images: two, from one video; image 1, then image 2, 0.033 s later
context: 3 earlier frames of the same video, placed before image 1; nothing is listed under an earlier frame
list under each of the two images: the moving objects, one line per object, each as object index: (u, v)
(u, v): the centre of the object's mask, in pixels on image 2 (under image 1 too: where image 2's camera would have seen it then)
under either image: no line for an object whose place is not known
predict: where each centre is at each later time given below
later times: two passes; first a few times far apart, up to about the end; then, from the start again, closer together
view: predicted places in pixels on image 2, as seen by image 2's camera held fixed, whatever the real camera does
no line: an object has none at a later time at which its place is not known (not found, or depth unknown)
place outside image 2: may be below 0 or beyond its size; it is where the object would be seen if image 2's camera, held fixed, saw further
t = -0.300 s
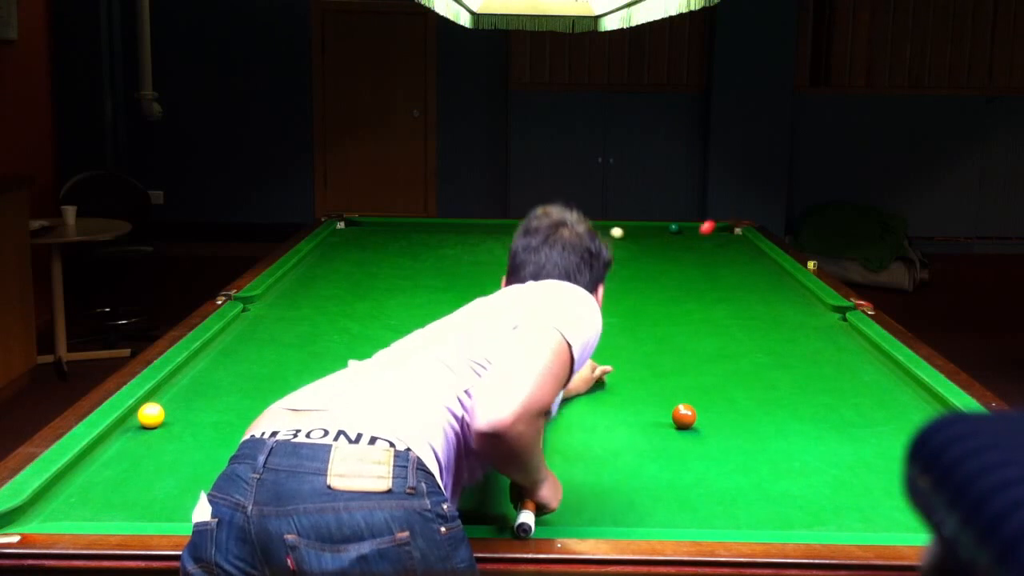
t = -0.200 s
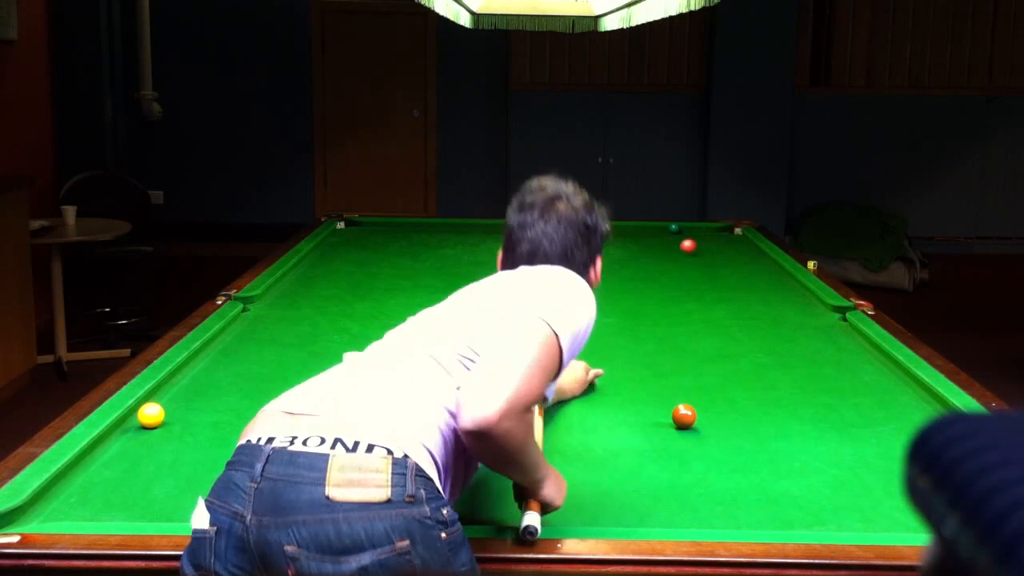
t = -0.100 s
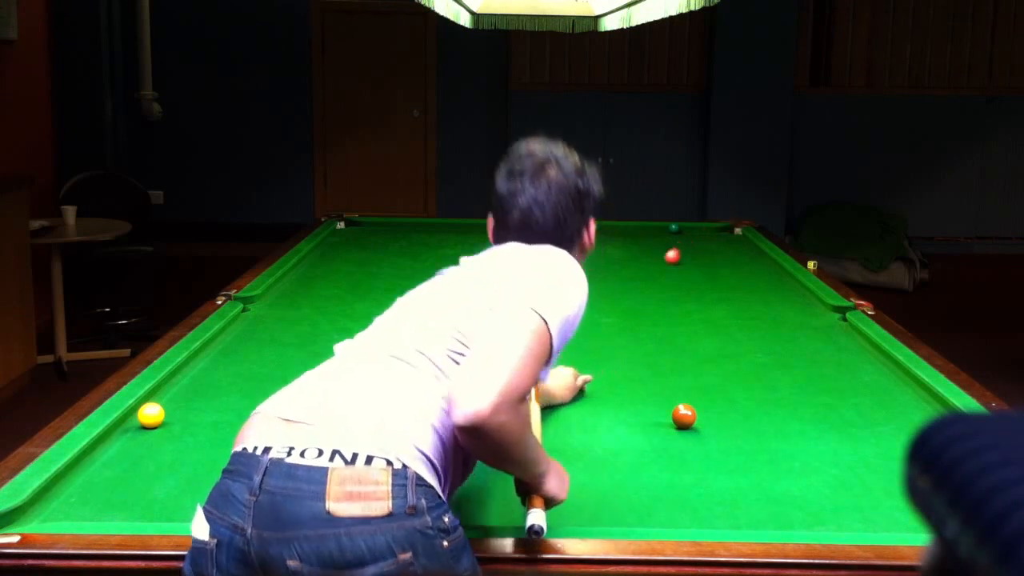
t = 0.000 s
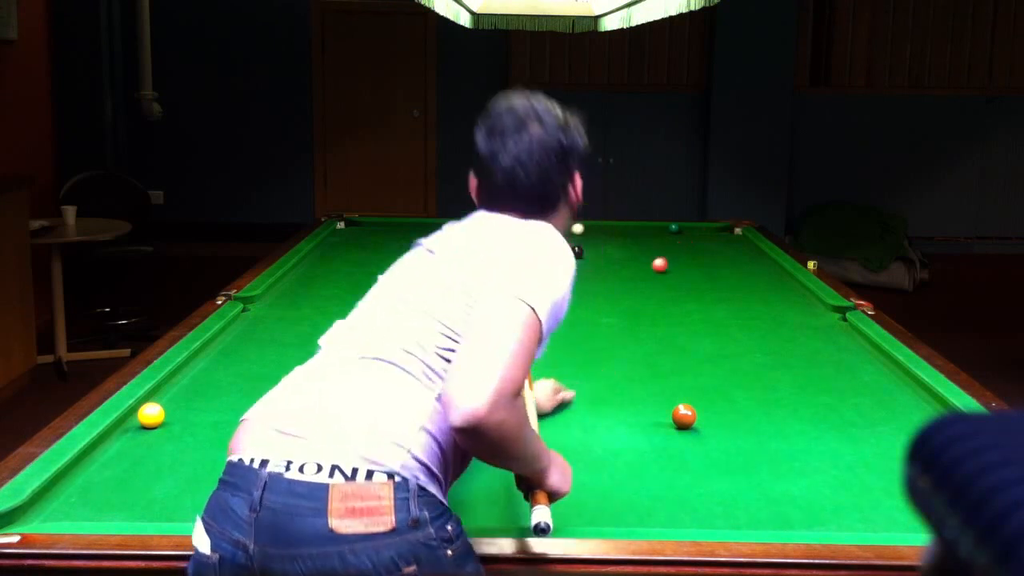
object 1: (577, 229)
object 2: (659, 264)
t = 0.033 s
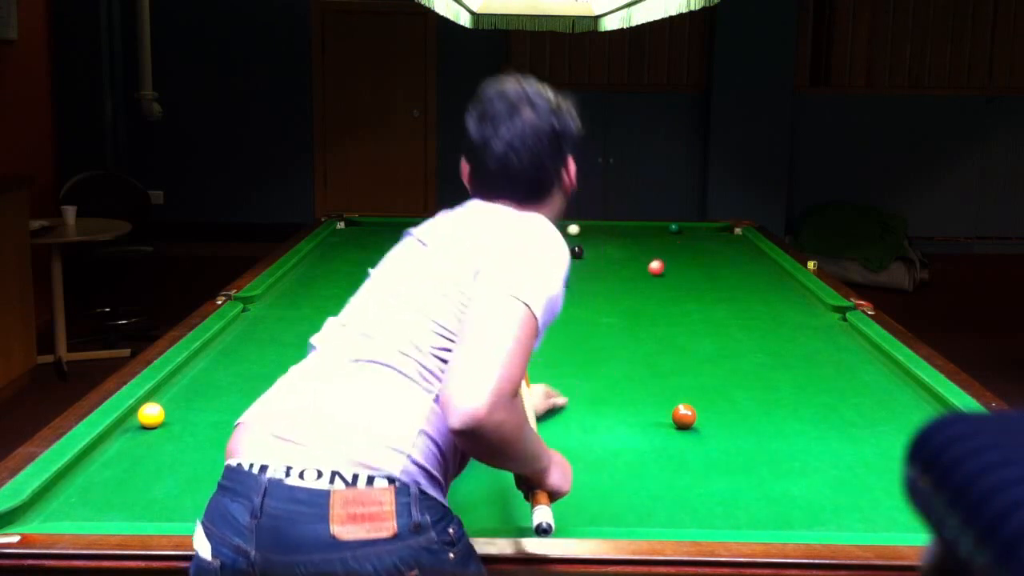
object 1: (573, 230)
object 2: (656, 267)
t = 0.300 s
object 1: (538, 237)
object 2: (622, 293)
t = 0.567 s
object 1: (503, 244)
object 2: (579, 326)
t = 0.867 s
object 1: (460, 253)
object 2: (515, 373)
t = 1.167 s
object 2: (426, 439)
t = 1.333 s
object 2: (359, 489)
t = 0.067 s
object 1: (569, 231)
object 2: (652, 270)
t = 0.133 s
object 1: (560, 232)
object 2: (644, 277)
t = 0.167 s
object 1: (556, 233)
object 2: (640, 280)
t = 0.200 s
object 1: (552, 234)
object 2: (635, 283)
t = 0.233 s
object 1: (547, 235)
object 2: (631, 287)
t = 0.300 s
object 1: (538, 237)
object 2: (622, 293)
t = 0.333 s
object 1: (534, 238)
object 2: (617, 297)
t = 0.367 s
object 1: (530, 239)
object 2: (612, 301)
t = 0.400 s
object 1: (525, 239)
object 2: (607, 305)
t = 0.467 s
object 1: (516, 241)
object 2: (596, 313)
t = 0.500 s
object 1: (512, 242)
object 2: (591, 317)
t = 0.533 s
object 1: (507, 243)
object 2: (585, 321)
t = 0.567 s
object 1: (503, 244)
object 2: (579, 326)
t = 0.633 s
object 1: (493, 246)
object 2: (567, 335)
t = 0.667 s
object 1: (488, 247)
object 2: (560, 340)
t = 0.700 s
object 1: (484, 248)
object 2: (553, 345)
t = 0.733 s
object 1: (479, 249)
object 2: (546, 350)
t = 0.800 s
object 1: (469, 251)
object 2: (532, 361)
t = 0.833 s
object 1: (464, 252)
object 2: (524, 367)
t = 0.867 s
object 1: (460, 253)
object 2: (515, 373)
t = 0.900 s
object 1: (455, 254)
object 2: (507, 379)
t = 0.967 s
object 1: (445, 256)
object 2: (489, 392)
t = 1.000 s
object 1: (440, 258)
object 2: (480, 399)
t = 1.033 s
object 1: (435, 259)
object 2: (470, 407)
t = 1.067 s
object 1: (430, 259)
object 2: (460, 414)
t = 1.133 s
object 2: (438, 430)
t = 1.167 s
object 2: (426, 439)
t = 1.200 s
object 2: (414, 448)
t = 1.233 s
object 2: (401, 458)
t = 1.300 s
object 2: (373, 478)
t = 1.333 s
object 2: (359, 489)
